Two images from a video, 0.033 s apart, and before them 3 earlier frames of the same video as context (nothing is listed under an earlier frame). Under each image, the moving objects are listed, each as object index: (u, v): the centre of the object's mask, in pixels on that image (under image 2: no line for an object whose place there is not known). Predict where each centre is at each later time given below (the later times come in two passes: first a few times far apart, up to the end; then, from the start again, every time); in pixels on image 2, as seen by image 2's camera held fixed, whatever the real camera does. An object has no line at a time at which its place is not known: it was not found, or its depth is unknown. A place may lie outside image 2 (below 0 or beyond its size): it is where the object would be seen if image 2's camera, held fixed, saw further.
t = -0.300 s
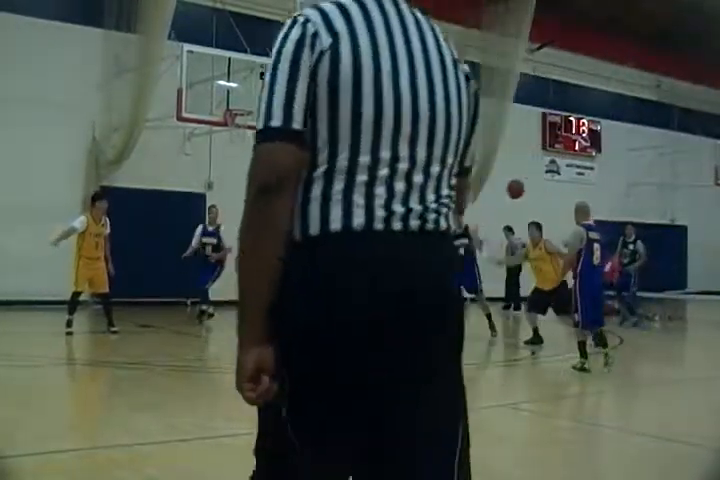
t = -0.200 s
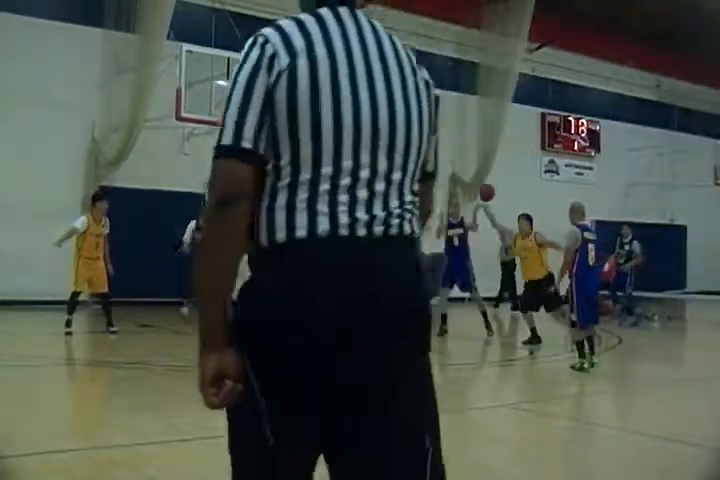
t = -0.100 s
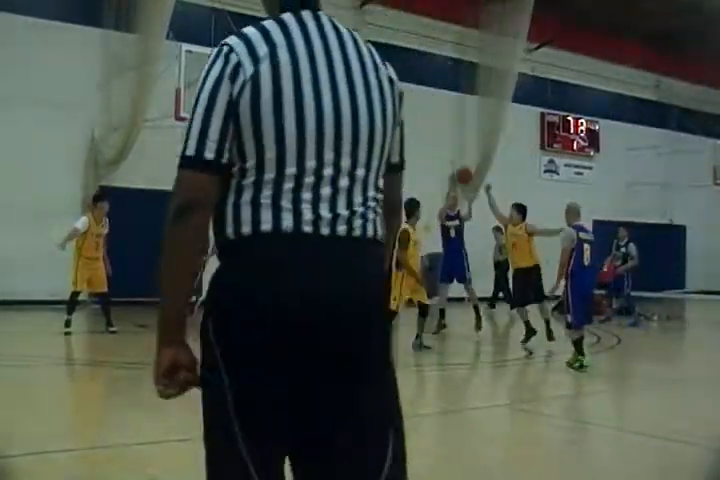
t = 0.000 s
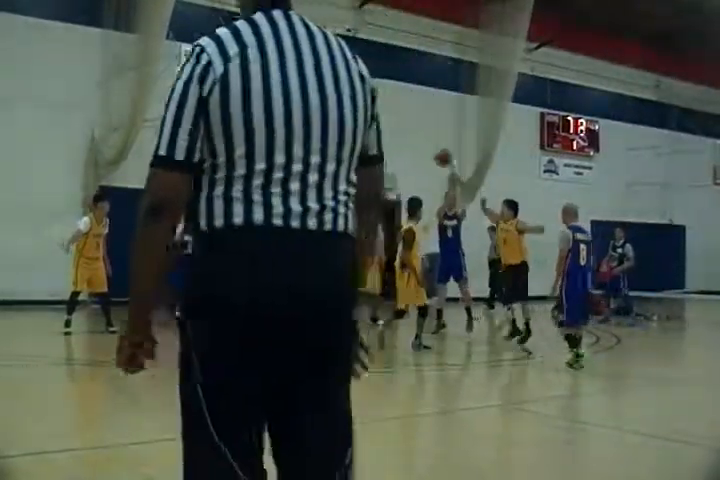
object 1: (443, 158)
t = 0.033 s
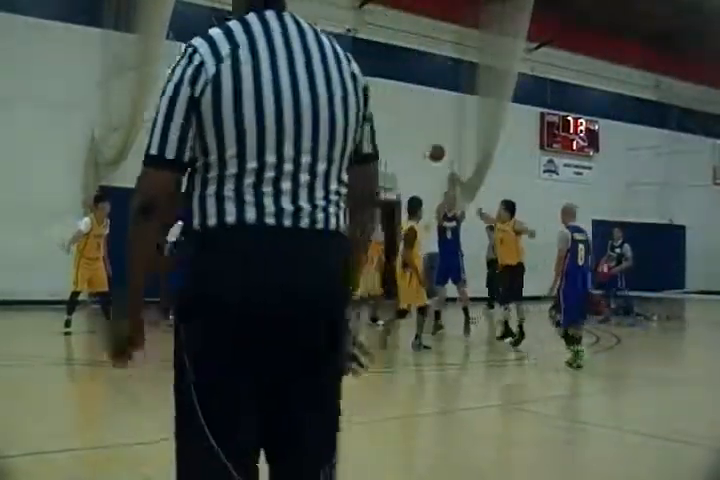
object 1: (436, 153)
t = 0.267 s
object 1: (390, 148)
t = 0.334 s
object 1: (376, 154)
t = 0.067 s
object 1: (429, 150)
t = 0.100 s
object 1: (423, 147)
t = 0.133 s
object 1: (416, 145)
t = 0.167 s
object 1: (410, 145)
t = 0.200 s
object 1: (403, 145)
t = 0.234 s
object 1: (396, 146)
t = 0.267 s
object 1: (390, 148)
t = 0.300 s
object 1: (383, 150)
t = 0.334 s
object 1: (376, 154)
